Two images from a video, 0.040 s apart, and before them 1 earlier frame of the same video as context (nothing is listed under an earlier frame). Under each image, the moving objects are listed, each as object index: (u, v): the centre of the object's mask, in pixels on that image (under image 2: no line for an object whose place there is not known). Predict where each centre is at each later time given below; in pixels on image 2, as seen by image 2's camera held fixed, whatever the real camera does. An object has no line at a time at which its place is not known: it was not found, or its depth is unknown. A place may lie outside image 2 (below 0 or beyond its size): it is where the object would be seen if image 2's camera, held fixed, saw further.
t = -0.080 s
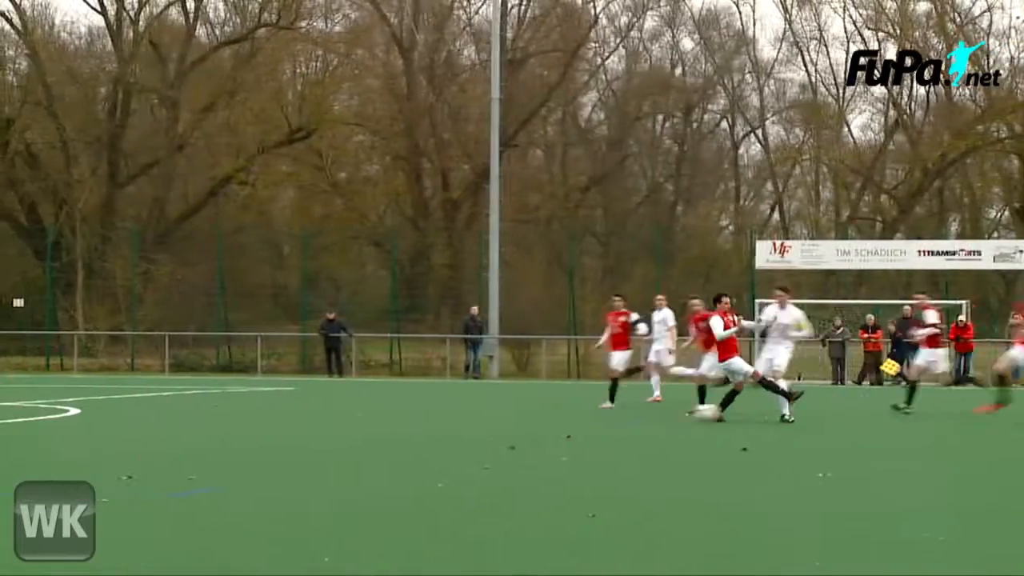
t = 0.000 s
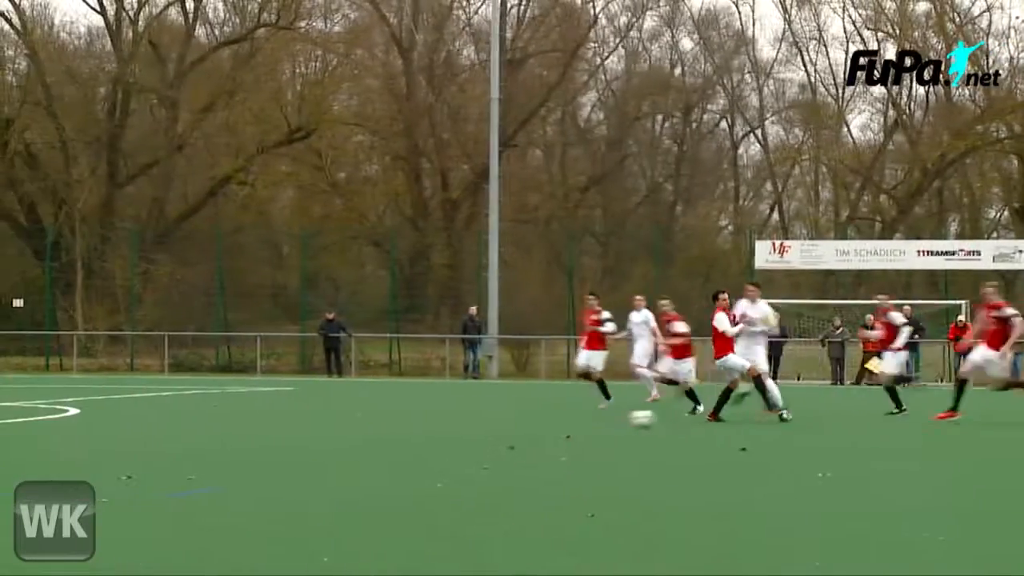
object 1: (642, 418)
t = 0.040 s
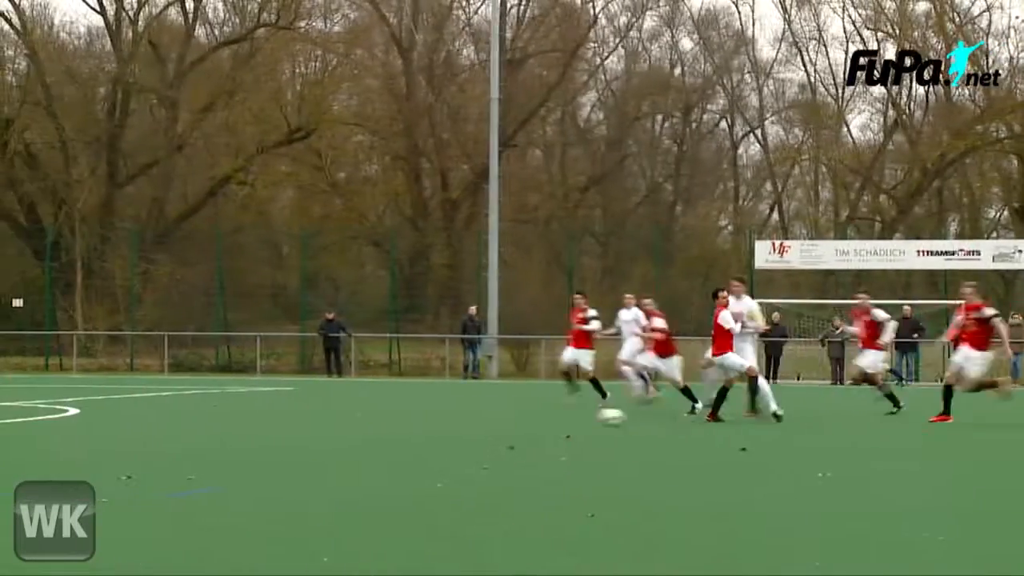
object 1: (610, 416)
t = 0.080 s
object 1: (580, 414)
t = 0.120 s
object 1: (552, 415)
